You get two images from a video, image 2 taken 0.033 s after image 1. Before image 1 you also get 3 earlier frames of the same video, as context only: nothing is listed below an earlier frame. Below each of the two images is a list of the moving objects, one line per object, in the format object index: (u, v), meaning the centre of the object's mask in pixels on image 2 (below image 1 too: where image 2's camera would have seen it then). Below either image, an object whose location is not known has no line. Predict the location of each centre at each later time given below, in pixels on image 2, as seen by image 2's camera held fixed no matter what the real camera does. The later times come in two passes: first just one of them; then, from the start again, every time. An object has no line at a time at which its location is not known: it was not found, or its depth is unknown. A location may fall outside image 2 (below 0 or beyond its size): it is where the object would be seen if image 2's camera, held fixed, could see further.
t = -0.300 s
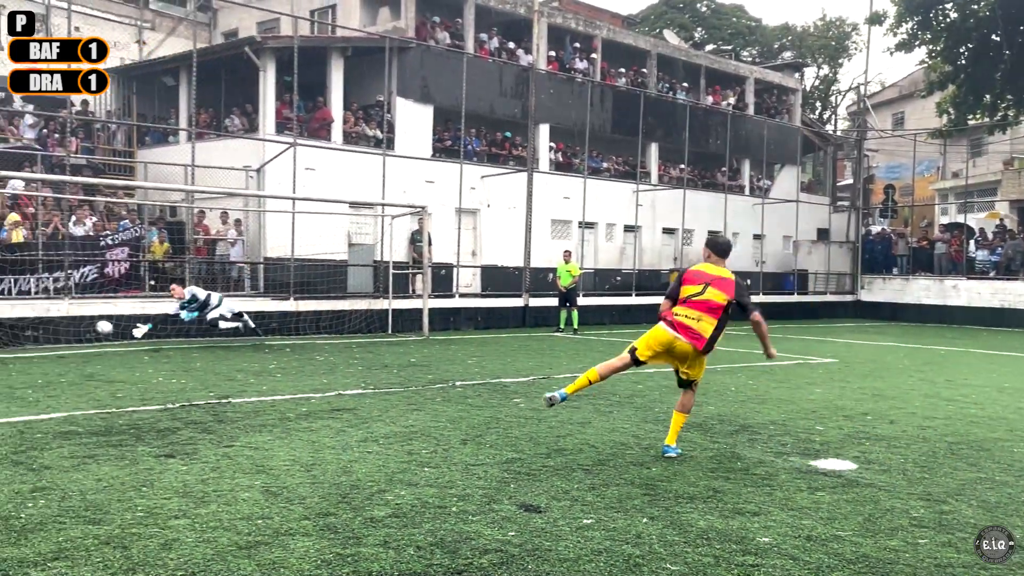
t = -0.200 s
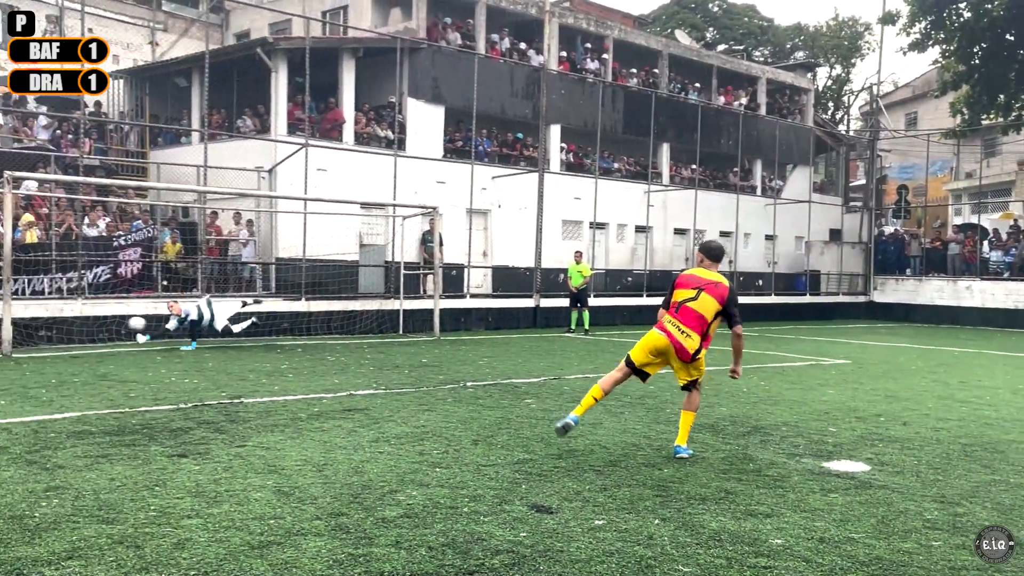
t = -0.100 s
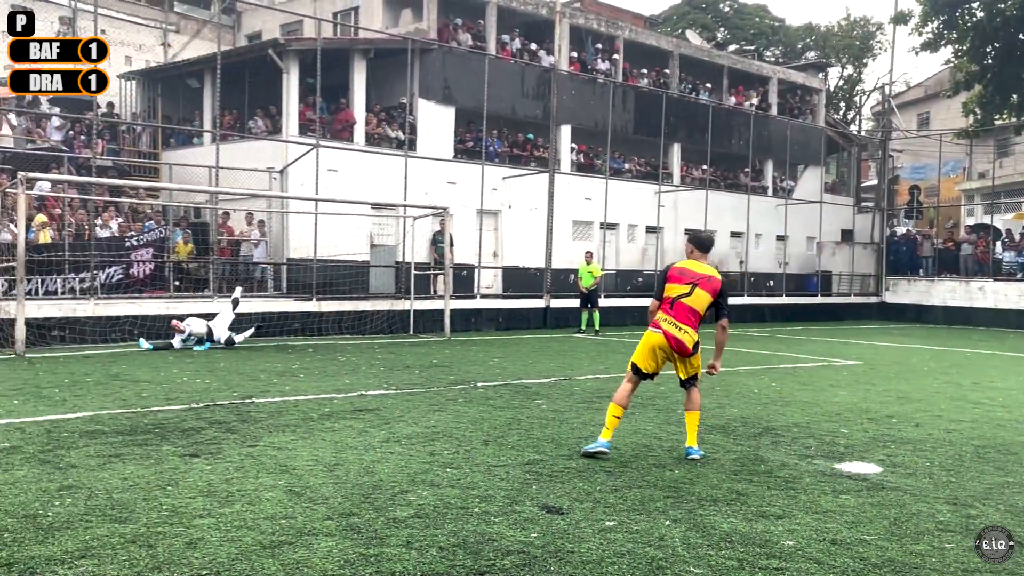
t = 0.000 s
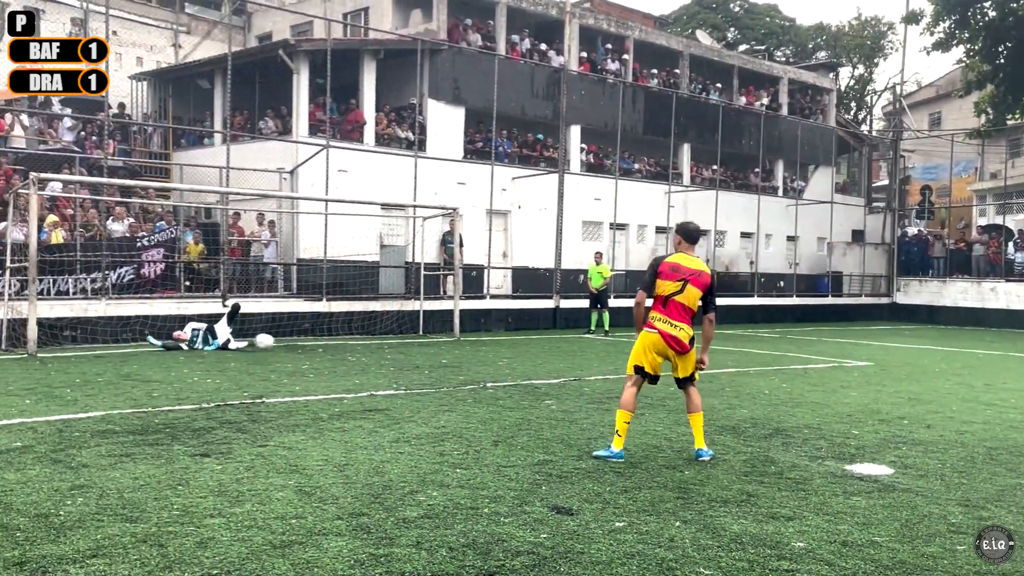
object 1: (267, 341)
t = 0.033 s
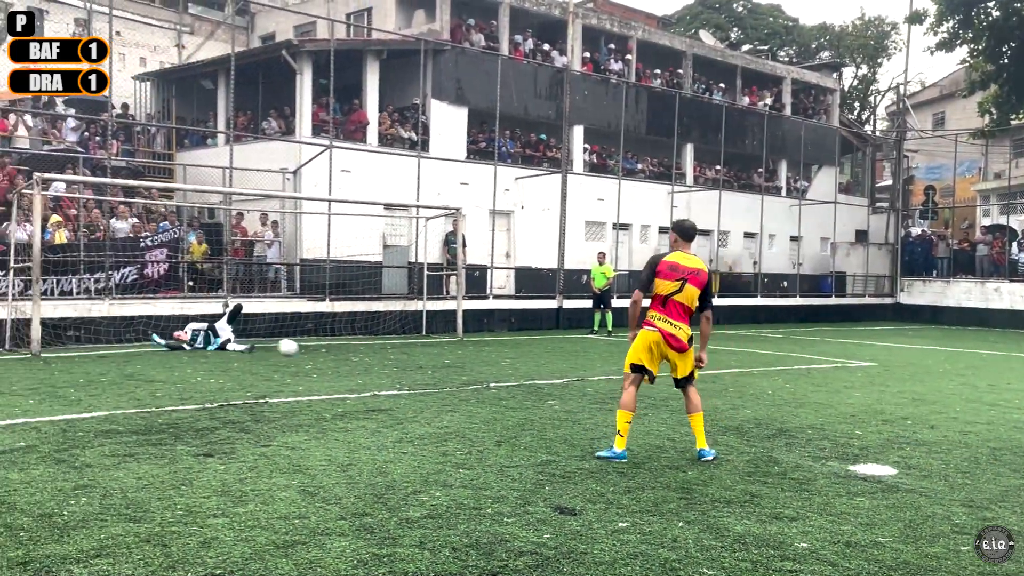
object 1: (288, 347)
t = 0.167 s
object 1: (373, 360)
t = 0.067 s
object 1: (309, 355)
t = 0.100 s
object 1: (332, 363)
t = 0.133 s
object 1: (351, 363)
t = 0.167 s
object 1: (373, 360)
